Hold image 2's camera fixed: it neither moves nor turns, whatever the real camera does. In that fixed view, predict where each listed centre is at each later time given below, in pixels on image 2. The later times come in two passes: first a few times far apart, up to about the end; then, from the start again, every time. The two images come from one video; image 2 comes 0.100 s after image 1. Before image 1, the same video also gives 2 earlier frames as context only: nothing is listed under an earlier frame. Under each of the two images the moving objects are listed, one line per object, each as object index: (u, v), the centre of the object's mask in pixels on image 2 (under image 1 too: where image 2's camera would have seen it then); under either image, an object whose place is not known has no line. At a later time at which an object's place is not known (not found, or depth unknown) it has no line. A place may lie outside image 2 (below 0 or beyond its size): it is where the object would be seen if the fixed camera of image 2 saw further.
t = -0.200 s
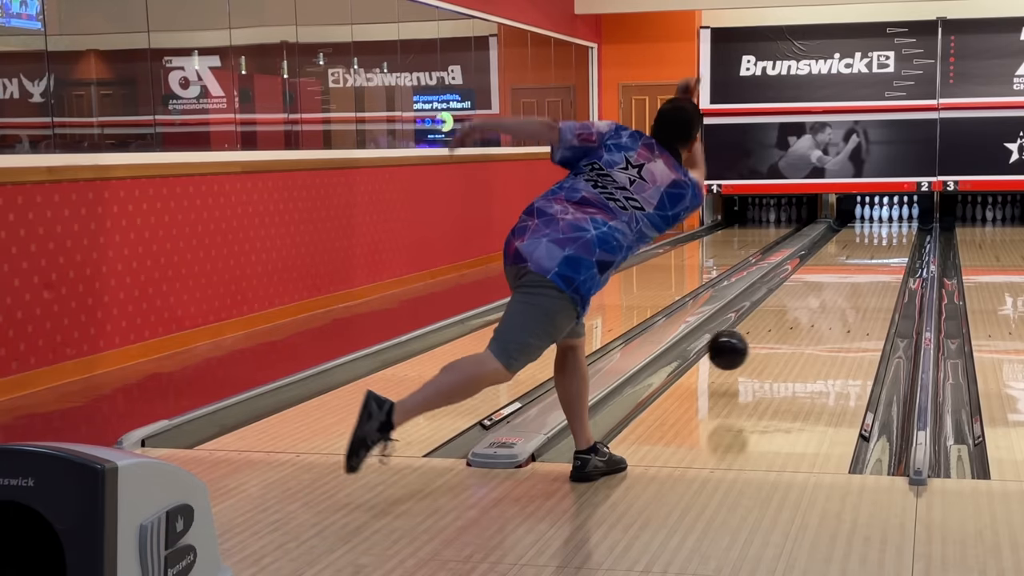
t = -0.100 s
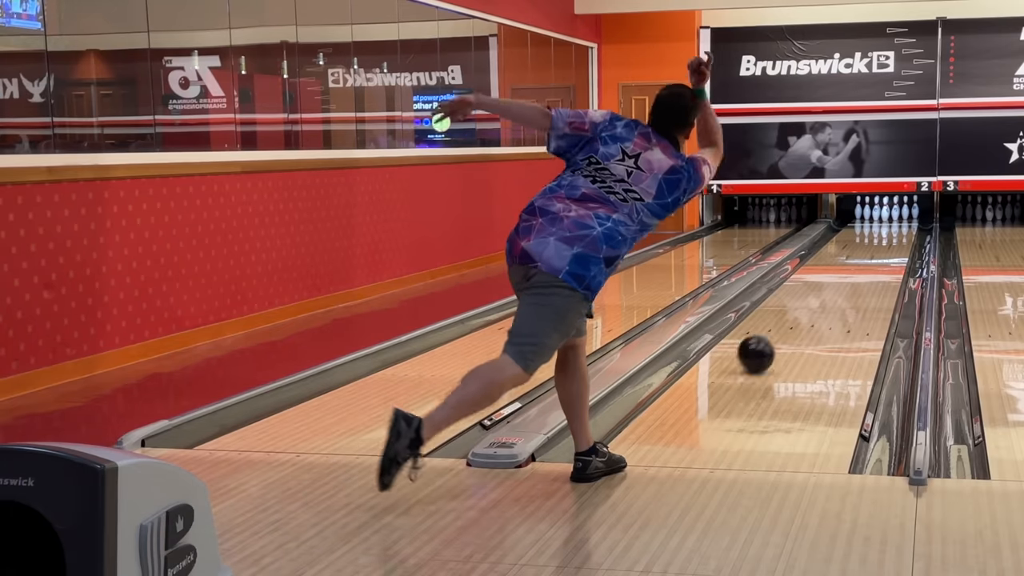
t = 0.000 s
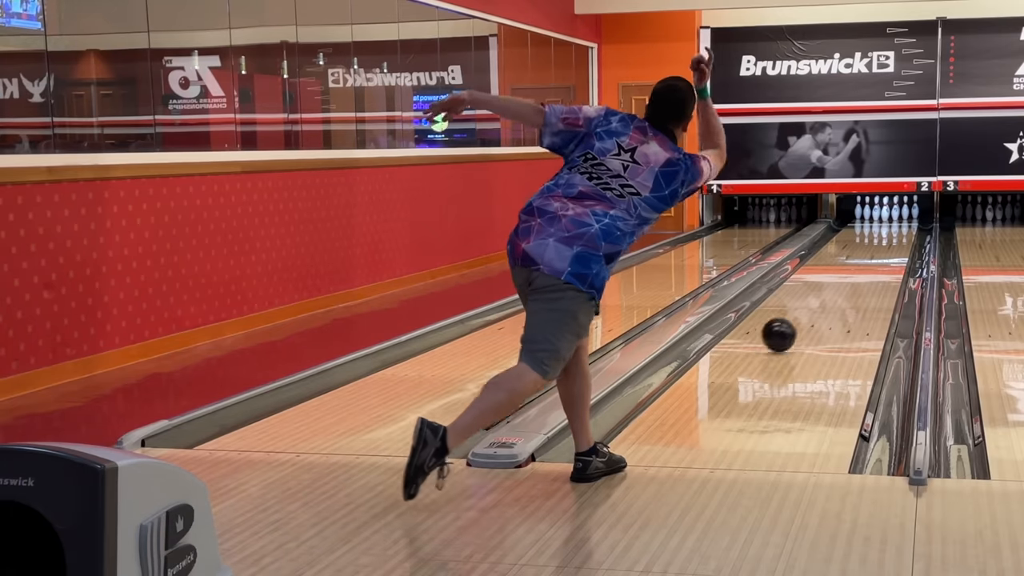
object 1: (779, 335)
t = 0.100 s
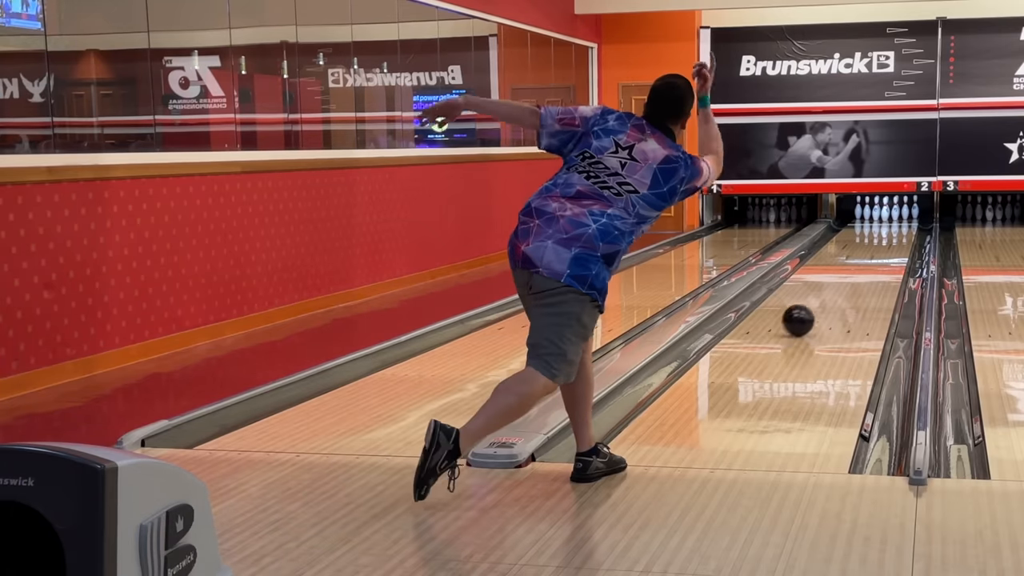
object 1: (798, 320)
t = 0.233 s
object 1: (819, 304)
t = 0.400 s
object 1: (840, 286)
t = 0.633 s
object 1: (862, 267)
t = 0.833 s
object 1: (876, 255)
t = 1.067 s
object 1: (889, 242)
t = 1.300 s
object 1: (897, 233)
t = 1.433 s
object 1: (899, 228)
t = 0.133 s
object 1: (804, 316)
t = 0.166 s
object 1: (809, 312)
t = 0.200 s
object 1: (814, 308)
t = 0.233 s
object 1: (819, 304)
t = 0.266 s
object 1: (824, 300)
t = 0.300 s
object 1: (828, 296)
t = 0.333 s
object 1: (832, 293)
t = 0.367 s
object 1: (837, 289)
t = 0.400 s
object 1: (840, 286)
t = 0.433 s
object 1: (844, 283)
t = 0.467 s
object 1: (847, 280)
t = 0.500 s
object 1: (851, 277)
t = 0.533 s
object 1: (854, 275)
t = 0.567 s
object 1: (857, 272)
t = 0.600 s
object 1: (859, 270)
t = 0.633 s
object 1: (862, 267)
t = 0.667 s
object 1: (865, 265)
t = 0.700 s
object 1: (867, 263)
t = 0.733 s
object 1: (870, 260)
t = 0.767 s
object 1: (872, 258)
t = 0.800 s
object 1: (874, 256)
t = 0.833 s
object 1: (876, 255)
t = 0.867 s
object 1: (878, 252)
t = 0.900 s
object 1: (880, 251)
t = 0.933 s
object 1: (882, 249)
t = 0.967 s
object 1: (884, 247)
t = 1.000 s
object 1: (886, 246)
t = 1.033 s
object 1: (887, 244)
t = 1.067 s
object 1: (889, 242)
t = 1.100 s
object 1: (891, 241)
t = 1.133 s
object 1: (892, 239)
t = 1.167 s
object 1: (893, 238)
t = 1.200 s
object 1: (894, 237)
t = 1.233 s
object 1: (896, 235)
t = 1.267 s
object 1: (896, 234)
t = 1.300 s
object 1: (897, 233)
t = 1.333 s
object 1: (898, 231)
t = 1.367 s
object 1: (898, 230)
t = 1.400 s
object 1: (899, 229)
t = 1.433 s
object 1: (899, 228)
